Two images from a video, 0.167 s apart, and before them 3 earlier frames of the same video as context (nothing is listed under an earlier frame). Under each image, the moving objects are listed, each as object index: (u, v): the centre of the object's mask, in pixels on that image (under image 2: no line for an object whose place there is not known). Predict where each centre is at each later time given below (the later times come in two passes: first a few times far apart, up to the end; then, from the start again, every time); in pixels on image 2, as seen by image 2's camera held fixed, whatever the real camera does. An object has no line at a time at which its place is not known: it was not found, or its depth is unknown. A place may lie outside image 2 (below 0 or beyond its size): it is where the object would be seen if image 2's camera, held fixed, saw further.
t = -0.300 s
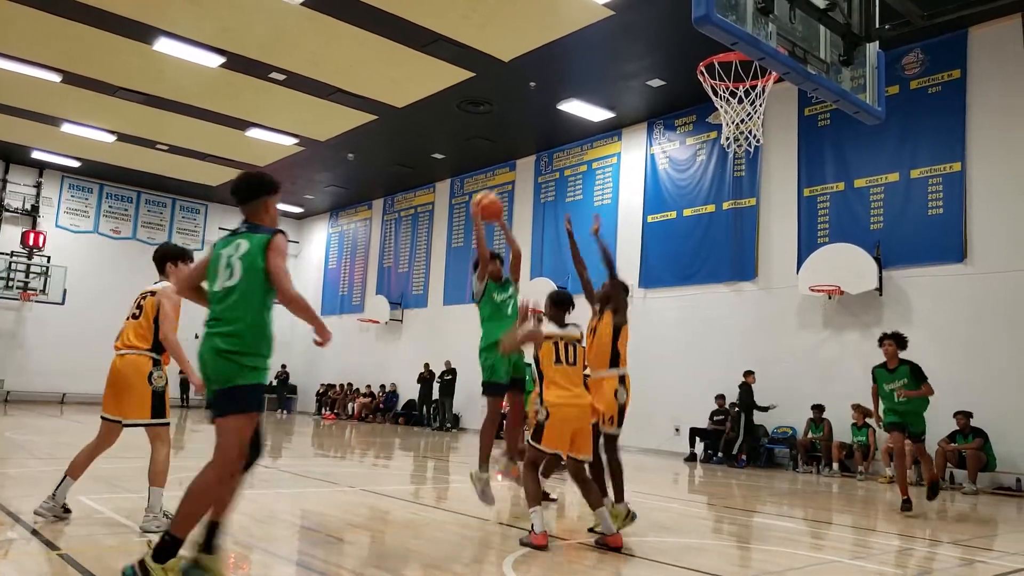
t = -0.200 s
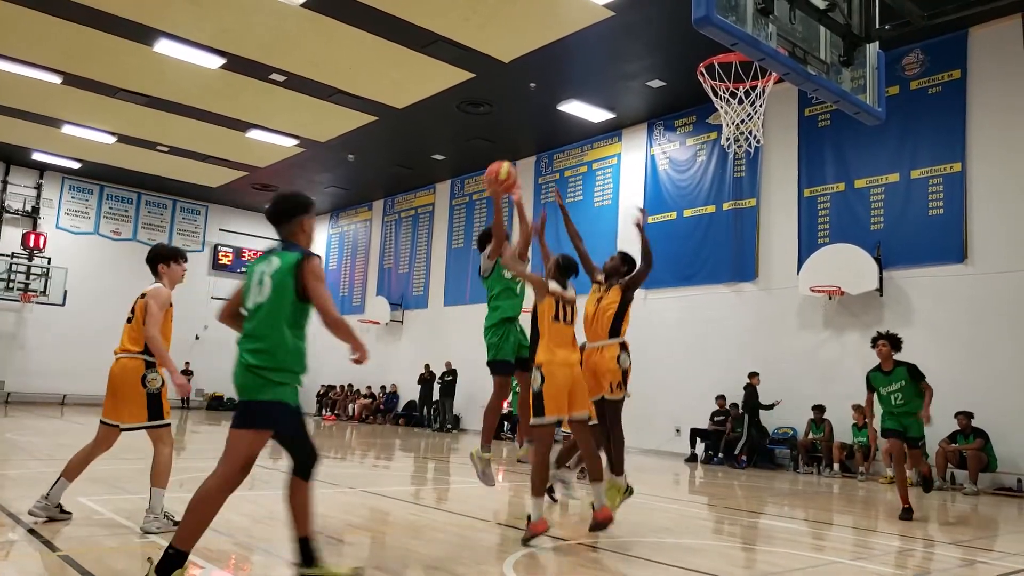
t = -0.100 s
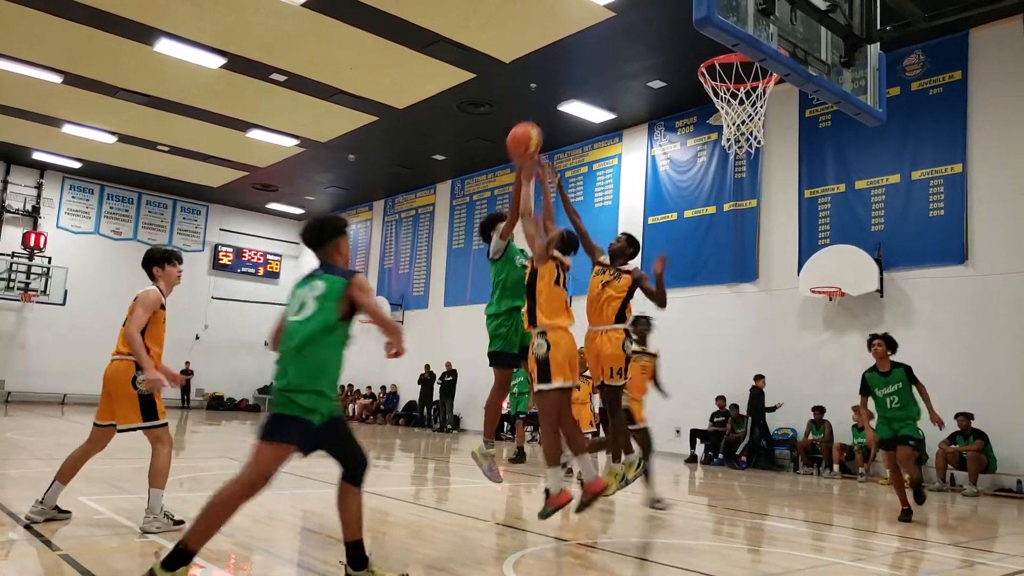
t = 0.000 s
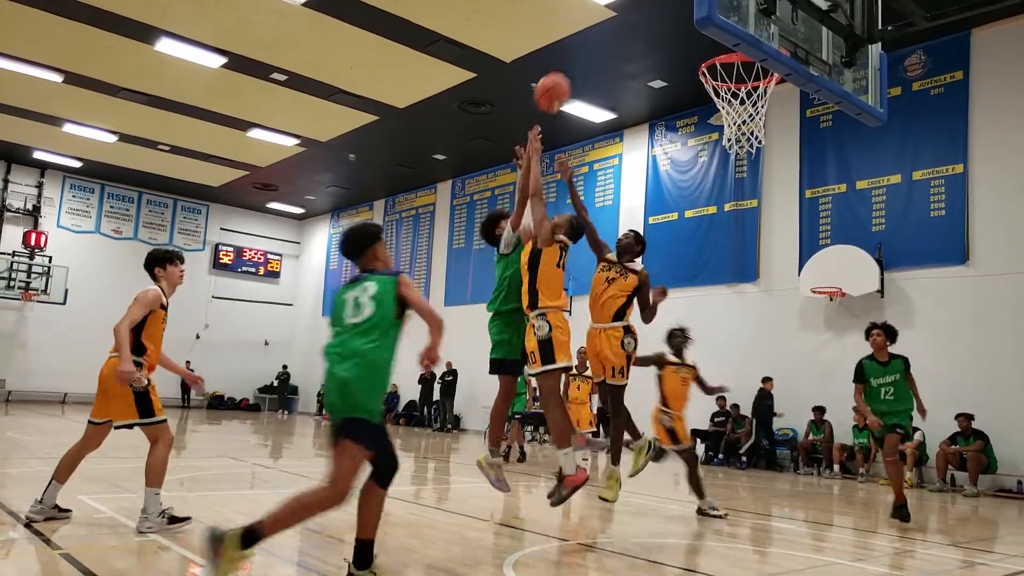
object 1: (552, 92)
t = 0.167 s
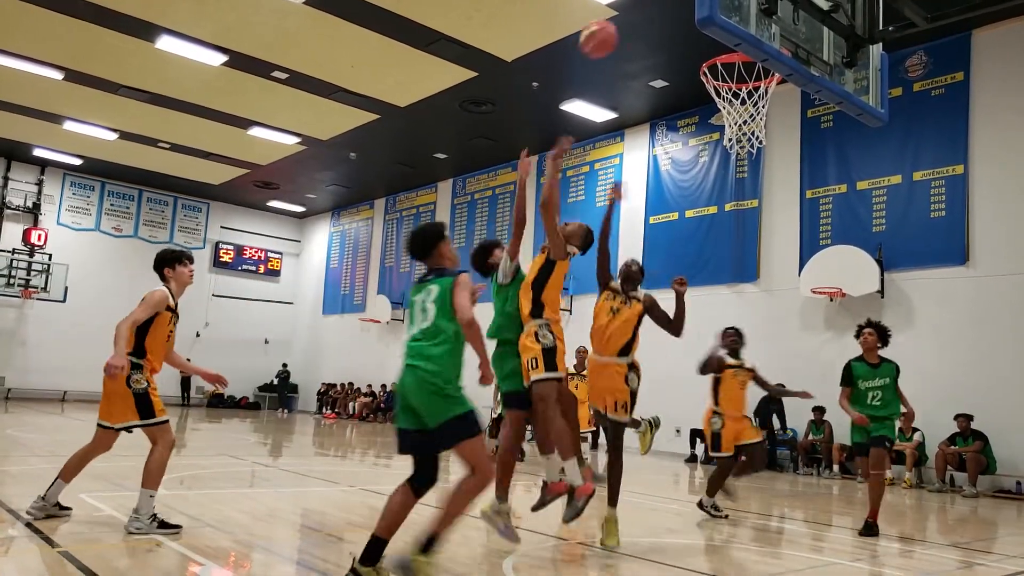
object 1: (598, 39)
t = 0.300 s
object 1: (635, 21)
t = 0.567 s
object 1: (698, 42)
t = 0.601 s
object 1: (698, 36)
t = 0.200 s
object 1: (608, 33)
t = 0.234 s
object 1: (616, 27)
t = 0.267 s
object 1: (626, 23)
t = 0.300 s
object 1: (635, 21)
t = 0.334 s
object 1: (643, 20)
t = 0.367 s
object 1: (653, 22)
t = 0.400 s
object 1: (662, 25)
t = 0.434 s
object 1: (672, 30)
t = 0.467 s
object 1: (681, 36)
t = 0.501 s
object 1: (690, 44)
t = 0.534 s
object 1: (697, 49)
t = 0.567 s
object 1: (698, 42)
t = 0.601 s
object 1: (698, 36)
